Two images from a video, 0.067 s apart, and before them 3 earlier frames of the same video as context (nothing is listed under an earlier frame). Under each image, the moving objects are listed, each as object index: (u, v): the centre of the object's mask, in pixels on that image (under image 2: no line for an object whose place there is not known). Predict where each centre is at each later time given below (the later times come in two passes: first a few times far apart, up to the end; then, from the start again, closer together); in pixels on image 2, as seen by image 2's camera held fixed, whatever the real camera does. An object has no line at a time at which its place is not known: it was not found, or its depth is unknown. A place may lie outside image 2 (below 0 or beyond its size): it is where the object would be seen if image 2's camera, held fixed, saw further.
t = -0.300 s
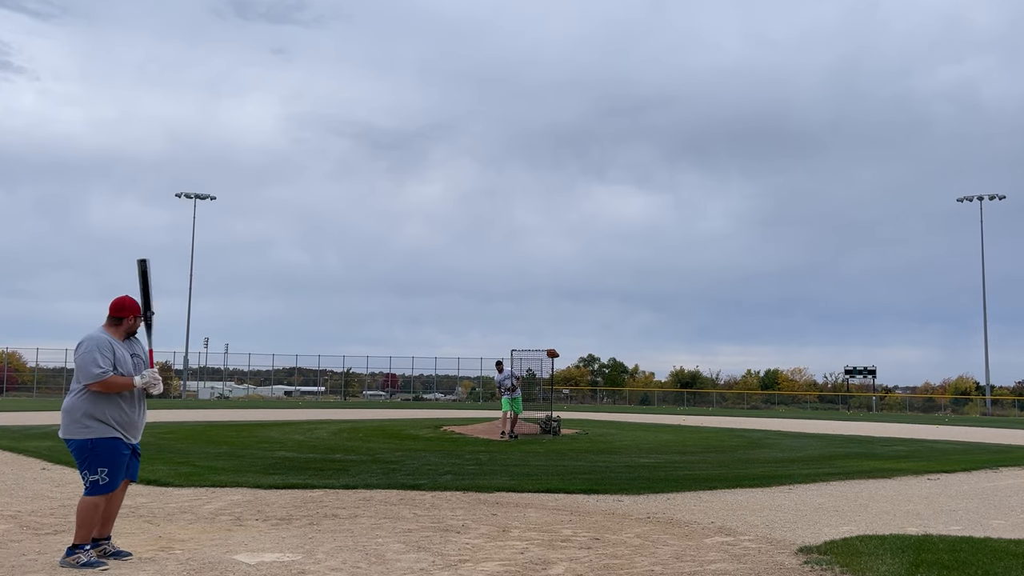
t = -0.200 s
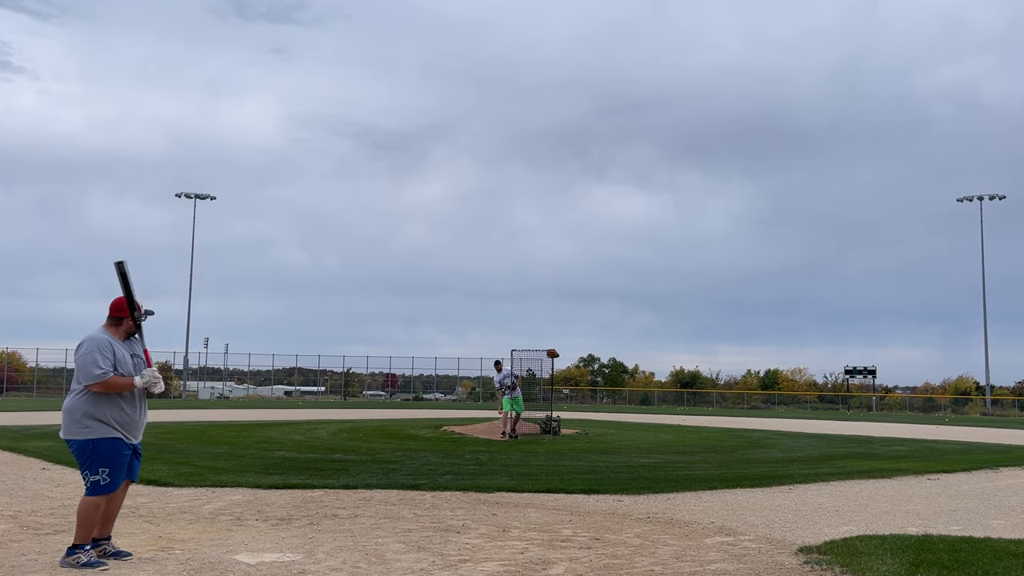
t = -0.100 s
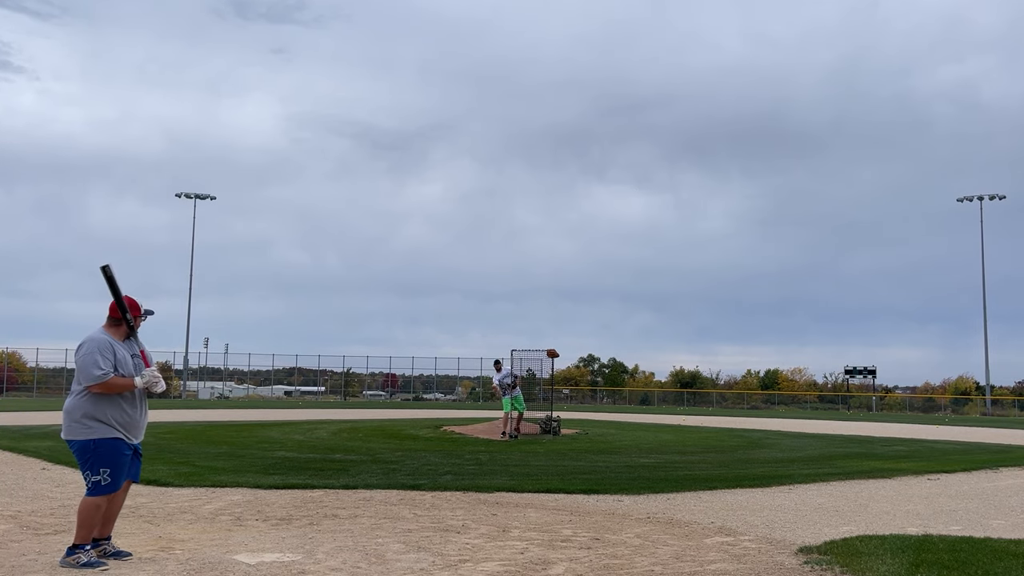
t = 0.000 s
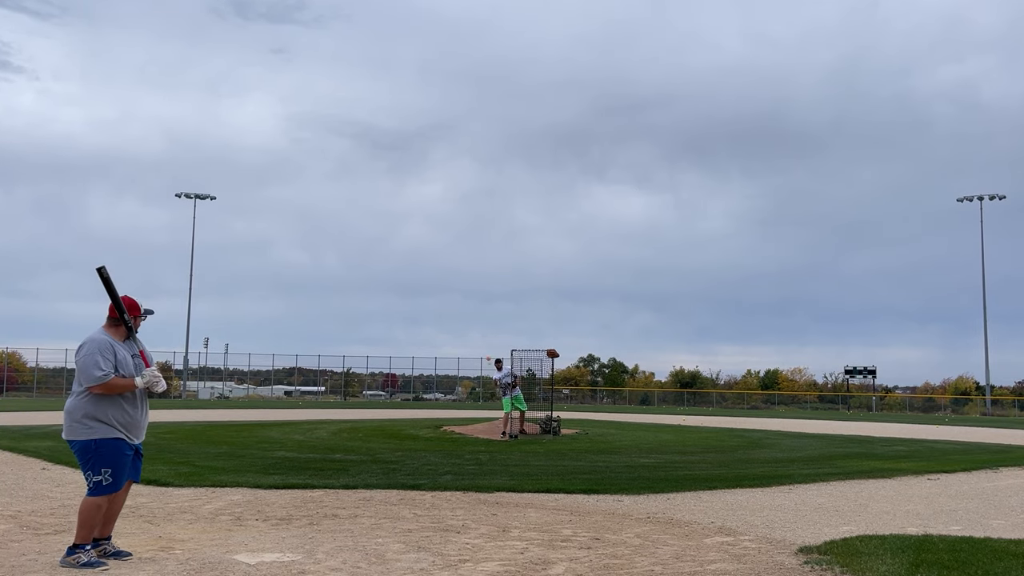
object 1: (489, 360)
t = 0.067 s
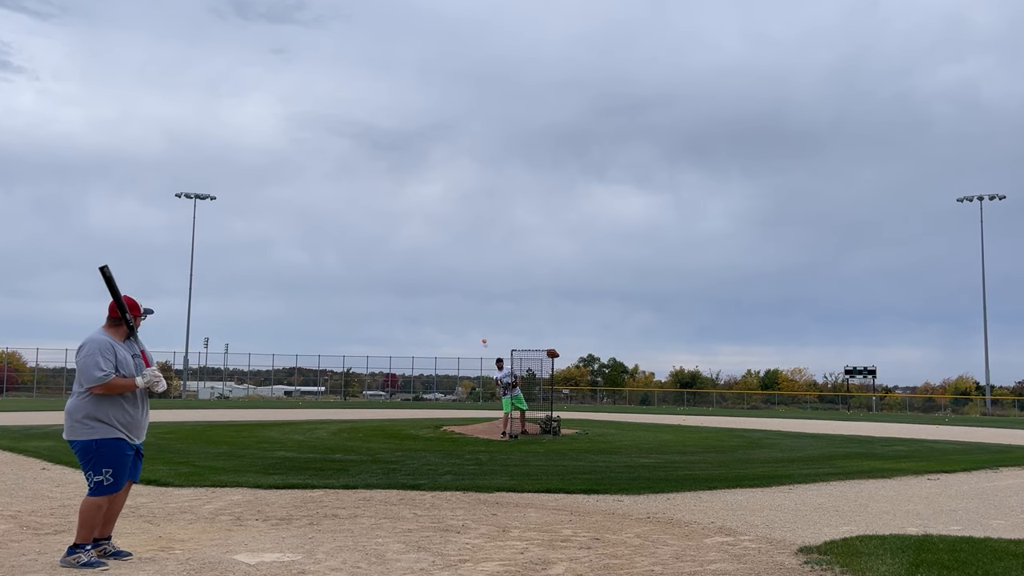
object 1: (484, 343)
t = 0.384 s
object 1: (460, 276)
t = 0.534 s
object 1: (445, 257)
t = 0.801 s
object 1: (408, 258)
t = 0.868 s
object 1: (395, 269)
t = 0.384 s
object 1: (460, 276)
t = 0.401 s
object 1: (459, 273)
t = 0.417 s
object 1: (457, 270)
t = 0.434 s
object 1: (456, 268)
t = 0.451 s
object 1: (454, 266)
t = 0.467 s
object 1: (452, 264)
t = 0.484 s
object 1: (451, 262)
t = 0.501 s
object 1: (448, 260)
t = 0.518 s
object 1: (447, 259)
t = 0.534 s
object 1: (445, 257)
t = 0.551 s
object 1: (443, 256)
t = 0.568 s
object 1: (441, 255)
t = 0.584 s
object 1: (439, 254)
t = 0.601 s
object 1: (437, 252)
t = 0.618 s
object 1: (435, 251)
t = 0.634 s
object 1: (433, 251)
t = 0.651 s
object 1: (431, 251)
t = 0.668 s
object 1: (428, 251)
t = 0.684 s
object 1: (426, 251)
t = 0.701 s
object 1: (424, 251)
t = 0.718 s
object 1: (421, 252)
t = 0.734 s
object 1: (419, 252)
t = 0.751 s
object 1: (416, 254)
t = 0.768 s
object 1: (413, 255)
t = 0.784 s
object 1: (411, 256)
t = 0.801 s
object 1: (408, 258)
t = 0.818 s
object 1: (405, 261)
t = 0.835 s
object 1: (402, 263)
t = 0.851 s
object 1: (398, 266)
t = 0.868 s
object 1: (395, 269)
